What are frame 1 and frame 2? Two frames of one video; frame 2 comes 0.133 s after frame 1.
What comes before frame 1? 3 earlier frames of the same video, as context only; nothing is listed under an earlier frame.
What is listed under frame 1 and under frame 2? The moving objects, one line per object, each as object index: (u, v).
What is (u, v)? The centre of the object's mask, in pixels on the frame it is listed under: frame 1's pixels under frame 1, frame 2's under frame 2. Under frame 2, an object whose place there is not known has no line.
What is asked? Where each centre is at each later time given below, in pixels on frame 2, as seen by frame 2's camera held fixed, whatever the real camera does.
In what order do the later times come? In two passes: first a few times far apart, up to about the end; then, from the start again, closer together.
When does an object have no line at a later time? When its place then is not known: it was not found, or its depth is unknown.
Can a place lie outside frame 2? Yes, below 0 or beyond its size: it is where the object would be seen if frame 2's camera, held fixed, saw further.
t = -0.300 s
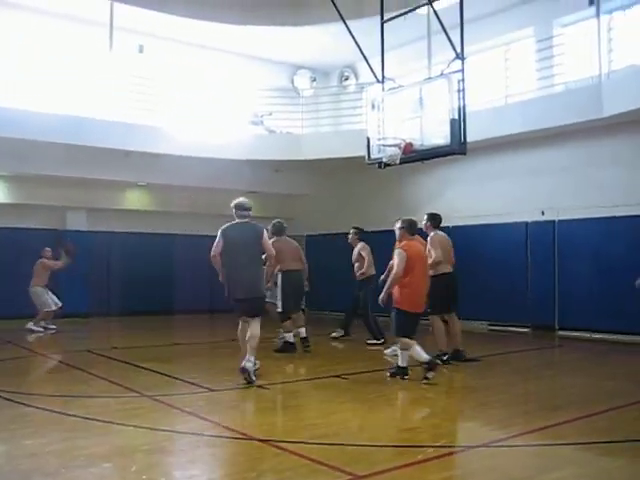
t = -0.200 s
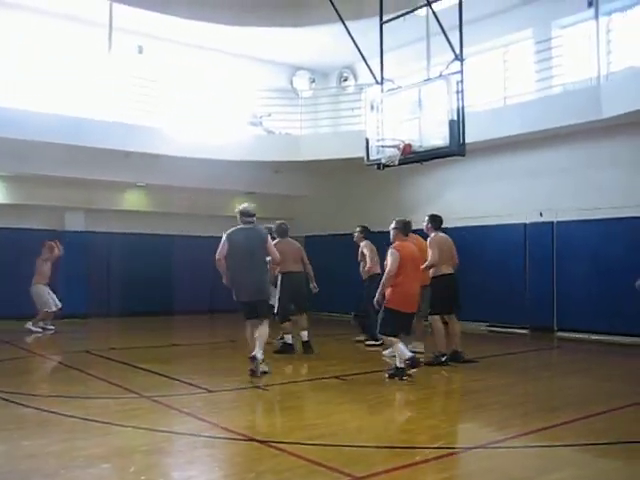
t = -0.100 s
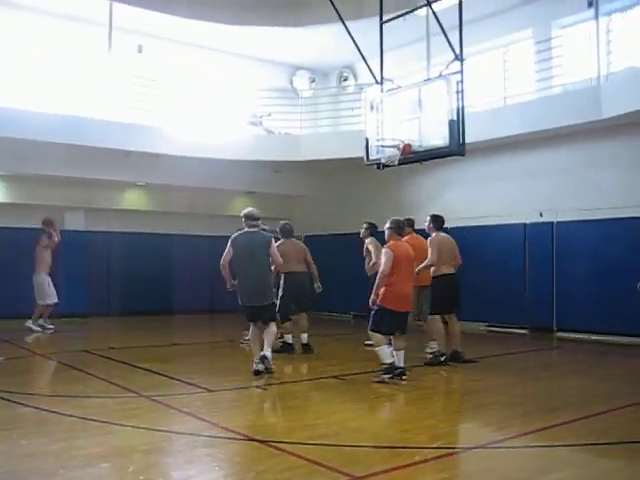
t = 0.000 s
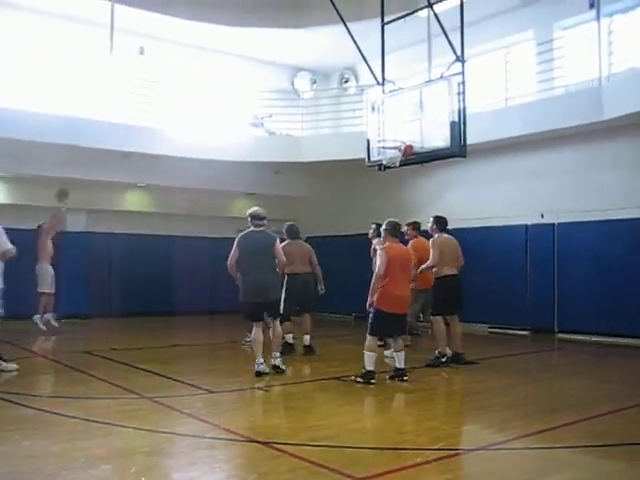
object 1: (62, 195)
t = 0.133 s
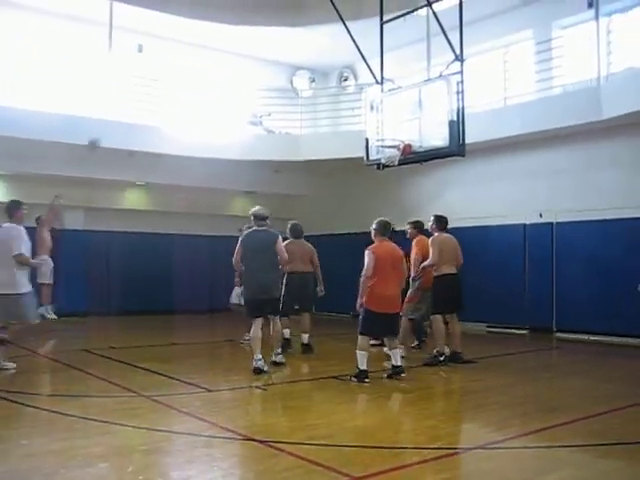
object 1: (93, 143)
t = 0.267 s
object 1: (127, 106)
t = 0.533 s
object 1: (194, 58)
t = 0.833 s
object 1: (273, 53)
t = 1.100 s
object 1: (347, 91)
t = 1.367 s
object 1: (374, 153)
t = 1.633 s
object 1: (386, 157)
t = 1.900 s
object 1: (406, 202)
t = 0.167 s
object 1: (101, 135)
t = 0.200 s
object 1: (109, 125)
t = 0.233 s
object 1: (118, 116)
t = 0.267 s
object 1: (127, 106)
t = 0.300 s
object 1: (135, 97)
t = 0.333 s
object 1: (143, 90)
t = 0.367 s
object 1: (151, 84)
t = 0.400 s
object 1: (159, 77)
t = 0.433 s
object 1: (167, 70)
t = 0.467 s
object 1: (176, 65)
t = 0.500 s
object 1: (185, 61)
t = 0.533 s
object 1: (194, 58)
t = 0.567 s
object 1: (202, 55)
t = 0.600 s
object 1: (212, 53)
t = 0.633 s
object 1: (220, 51)
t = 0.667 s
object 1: (229, 50)
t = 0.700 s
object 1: (238, 50)
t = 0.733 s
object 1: (246, 49)
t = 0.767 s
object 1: (255, 50)
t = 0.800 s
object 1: (264, 51)
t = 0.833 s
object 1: (273, 53)
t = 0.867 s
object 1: (282, 55)
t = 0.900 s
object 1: (291, 59)
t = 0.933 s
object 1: (301, 63)
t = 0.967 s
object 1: (310, 67)
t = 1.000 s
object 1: (319, 72)
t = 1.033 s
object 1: (328, 78)
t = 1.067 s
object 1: (339, 84)
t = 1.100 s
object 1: (347, 91)
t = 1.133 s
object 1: (357, 101)
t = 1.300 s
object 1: (388, 147)
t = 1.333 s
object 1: (379, 152)
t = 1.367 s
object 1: (374, 153)
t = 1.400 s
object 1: (374, 153)
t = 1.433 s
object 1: (375, 154)
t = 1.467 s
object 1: (377, 154)
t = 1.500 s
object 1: (378, 154)
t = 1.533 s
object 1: (381, 155)
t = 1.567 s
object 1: (383, 155)
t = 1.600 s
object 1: (385, 156)
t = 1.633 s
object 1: (386, 157)
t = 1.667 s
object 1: (387, 160)
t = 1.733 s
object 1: (395, 171)
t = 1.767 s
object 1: (397, 176)
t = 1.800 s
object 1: (399, 182)
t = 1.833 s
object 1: (402, 187)
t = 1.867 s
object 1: (404, 194)
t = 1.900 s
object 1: (406, 202)
